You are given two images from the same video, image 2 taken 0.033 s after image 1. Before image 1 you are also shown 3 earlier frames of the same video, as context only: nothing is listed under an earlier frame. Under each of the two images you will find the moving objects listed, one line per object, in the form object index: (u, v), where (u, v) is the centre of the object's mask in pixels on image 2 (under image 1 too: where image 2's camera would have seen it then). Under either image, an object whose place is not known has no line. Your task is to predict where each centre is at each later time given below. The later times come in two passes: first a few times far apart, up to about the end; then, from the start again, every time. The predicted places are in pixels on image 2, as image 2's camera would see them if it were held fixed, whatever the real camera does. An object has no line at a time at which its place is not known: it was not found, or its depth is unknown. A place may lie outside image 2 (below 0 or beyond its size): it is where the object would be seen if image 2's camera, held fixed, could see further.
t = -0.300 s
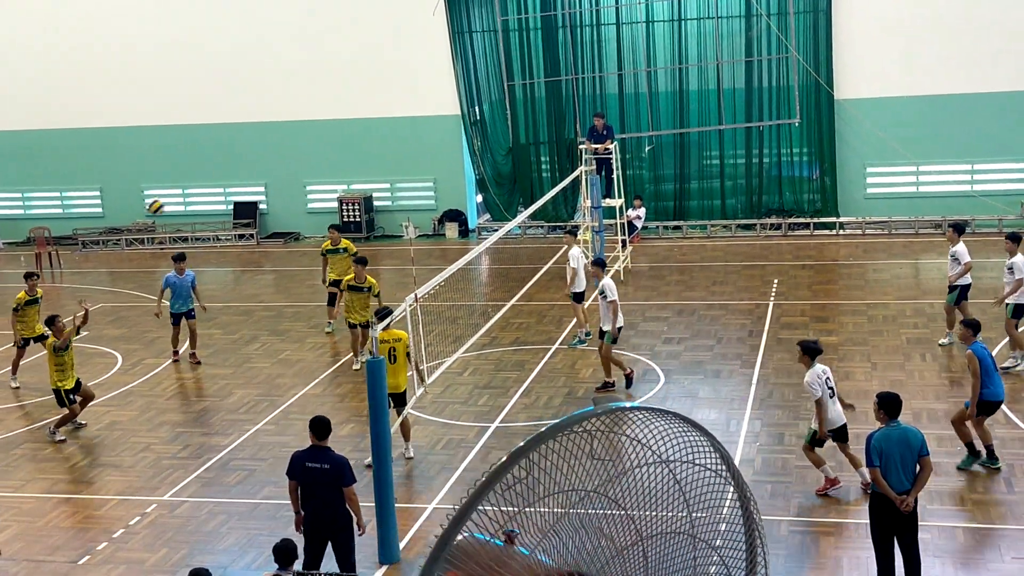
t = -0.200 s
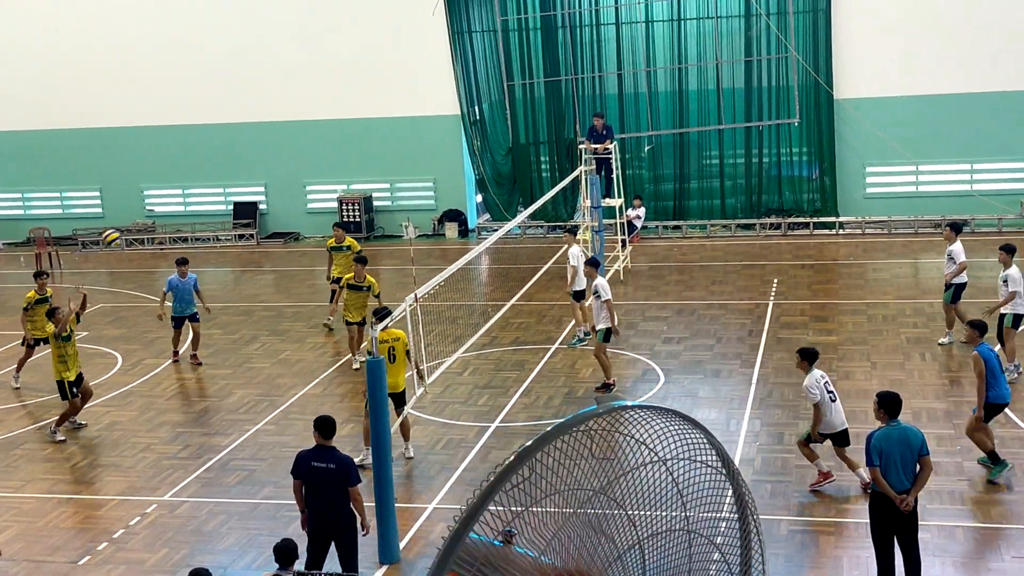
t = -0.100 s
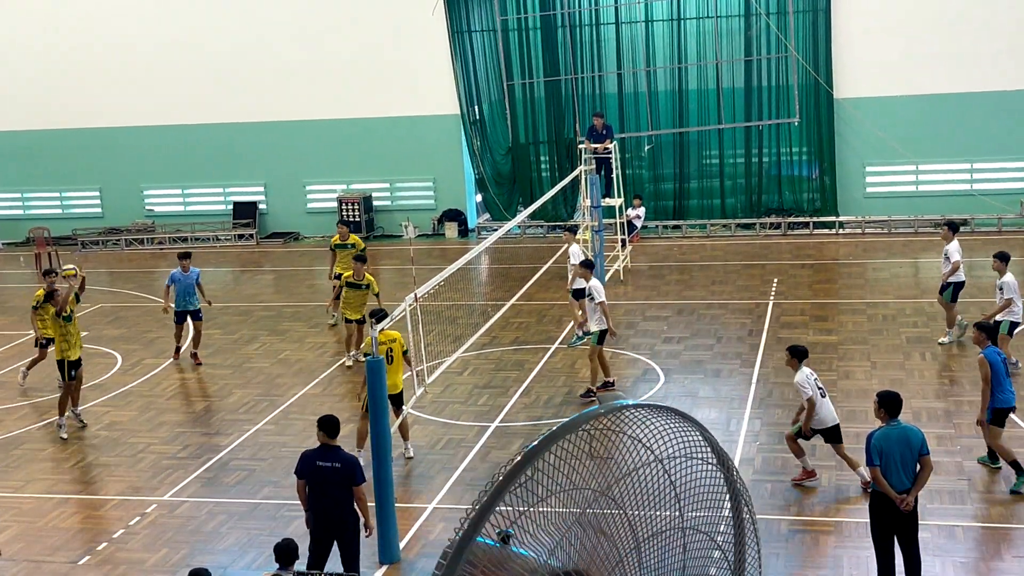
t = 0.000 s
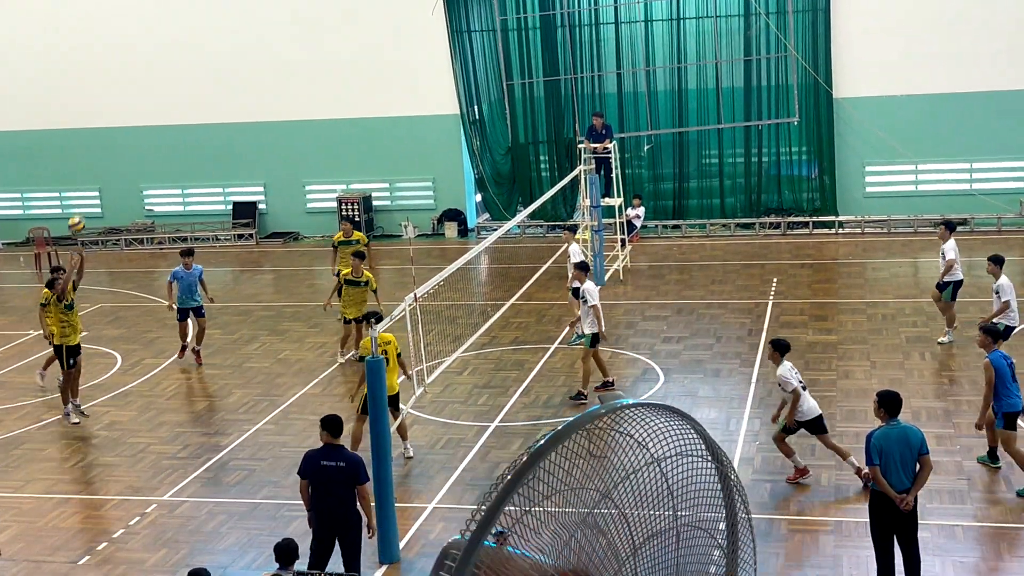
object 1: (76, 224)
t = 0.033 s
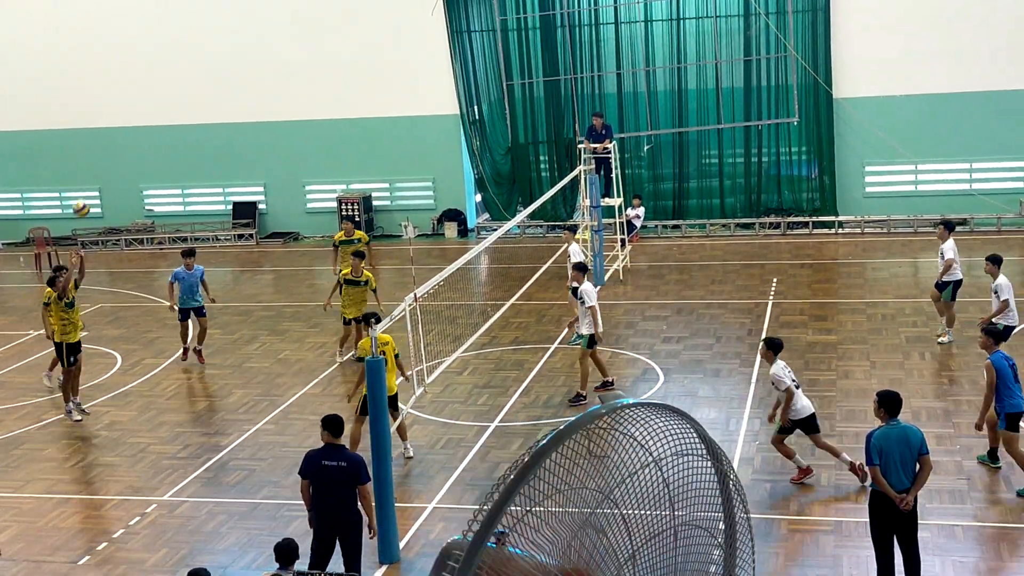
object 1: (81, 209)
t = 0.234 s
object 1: (110, 127)
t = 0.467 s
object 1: (149, 71)
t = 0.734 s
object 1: (200, 65)
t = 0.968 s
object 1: (250, 108)
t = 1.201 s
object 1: (302, 193)
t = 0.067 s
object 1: (85, 192)
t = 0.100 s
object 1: (90, 177)
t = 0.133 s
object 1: (95, 163)
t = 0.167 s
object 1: (100, 150)
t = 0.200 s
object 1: (105, 137)
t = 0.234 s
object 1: (110, 127)
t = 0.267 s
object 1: (116, 116)
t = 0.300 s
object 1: (120, 106)
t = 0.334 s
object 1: (126, 98)
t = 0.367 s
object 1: (131, 90)
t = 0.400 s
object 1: (137, 83)
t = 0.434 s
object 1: (143, 77)
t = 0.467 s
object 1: (149, 71)
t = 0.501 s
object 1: (155, 67)
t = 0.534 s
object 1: (161, 64)
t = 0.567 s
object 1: (167, 62)
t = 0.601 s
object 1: (173, 61)
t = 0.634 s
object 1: (180, 60)
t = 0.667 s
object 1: (186, 60)
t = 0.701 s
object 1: (193, 62)
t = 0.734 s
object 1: (200, 65)
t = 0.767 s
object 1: (207, 68)
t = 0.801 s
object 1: (214, 72)
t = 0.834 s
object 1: (221, 77)
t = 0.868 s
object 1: (228, 83)
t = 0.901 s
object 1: (236, 90)
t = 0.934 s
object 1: (243, 99)
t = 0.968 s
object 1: (250, 108)
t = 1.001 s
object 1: (258, 117)
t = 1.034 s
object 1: (265, 128)
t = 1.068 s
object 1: (273, 140)
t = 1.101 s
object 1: (279, 151)
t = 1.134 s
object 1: (288, 165)
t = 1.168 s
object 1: (295, 179)
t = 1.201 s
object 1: (302, 193)
